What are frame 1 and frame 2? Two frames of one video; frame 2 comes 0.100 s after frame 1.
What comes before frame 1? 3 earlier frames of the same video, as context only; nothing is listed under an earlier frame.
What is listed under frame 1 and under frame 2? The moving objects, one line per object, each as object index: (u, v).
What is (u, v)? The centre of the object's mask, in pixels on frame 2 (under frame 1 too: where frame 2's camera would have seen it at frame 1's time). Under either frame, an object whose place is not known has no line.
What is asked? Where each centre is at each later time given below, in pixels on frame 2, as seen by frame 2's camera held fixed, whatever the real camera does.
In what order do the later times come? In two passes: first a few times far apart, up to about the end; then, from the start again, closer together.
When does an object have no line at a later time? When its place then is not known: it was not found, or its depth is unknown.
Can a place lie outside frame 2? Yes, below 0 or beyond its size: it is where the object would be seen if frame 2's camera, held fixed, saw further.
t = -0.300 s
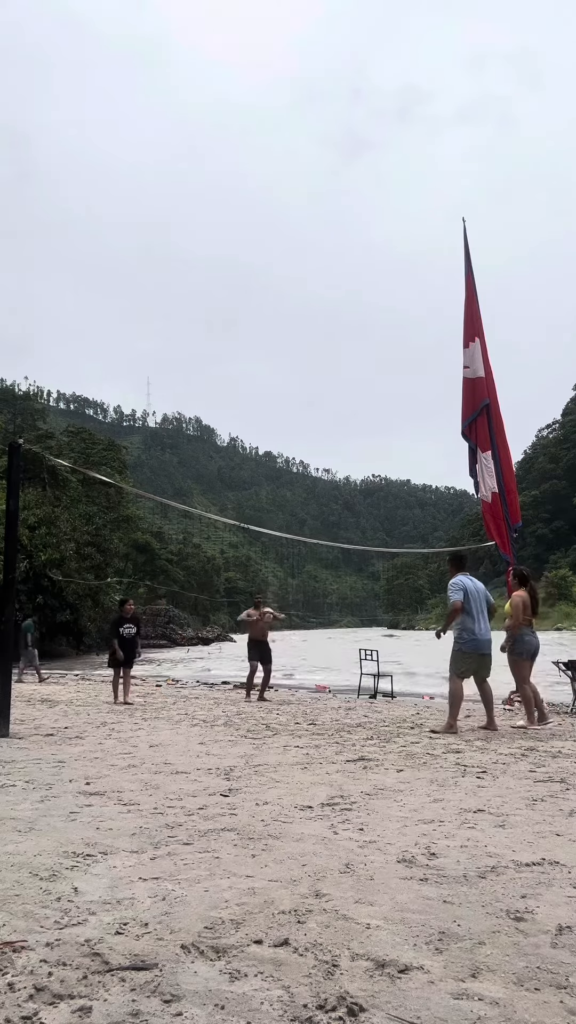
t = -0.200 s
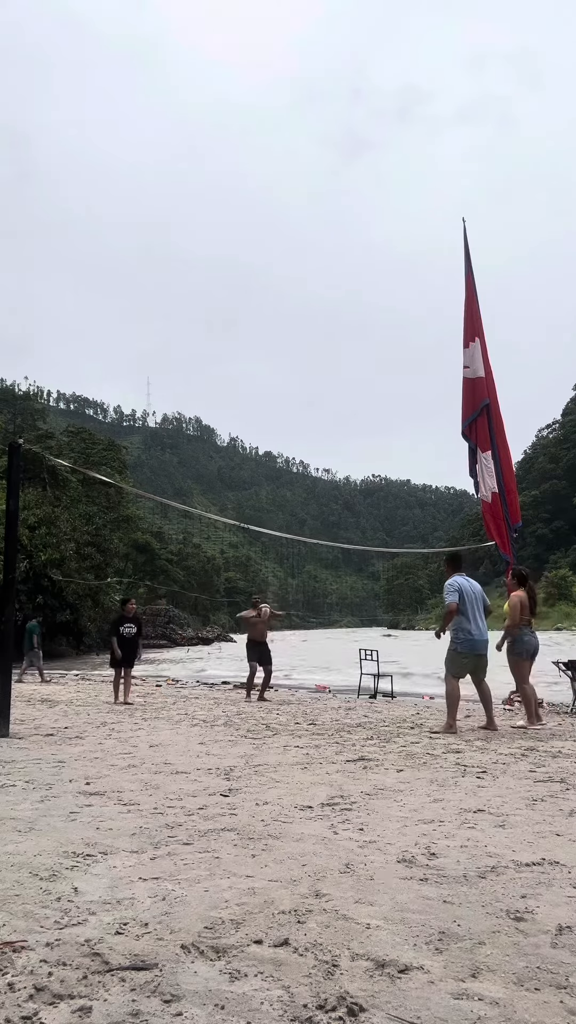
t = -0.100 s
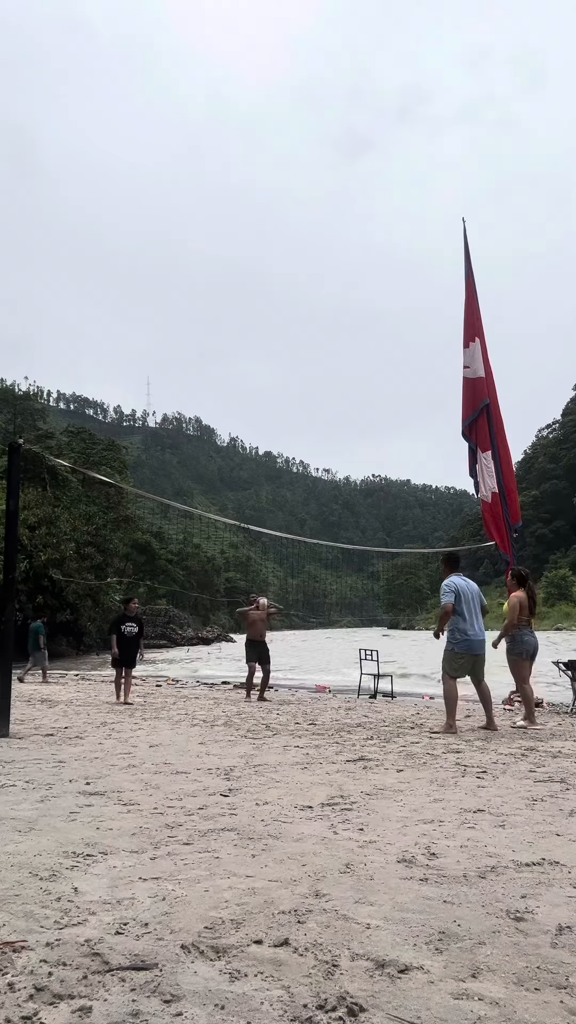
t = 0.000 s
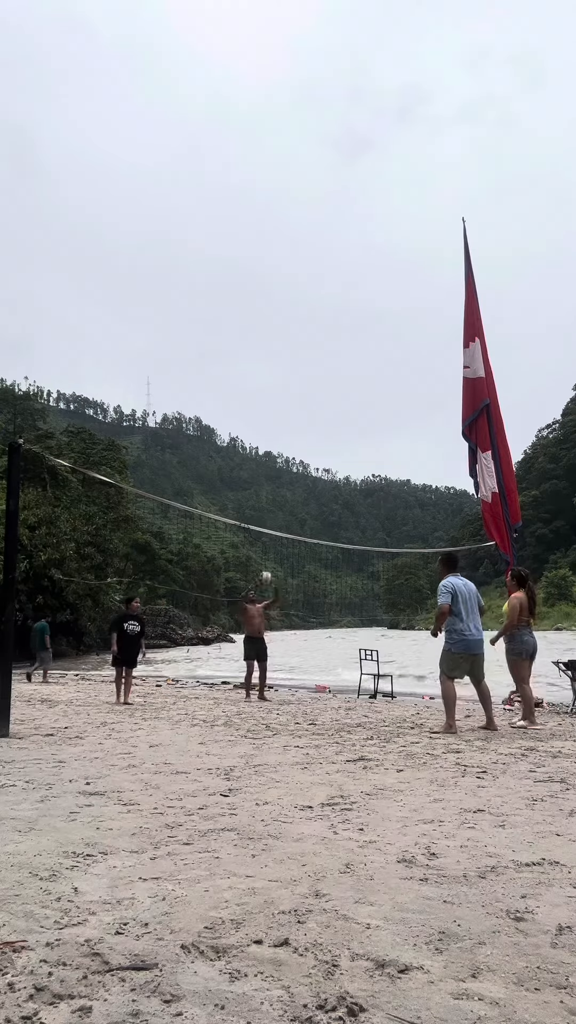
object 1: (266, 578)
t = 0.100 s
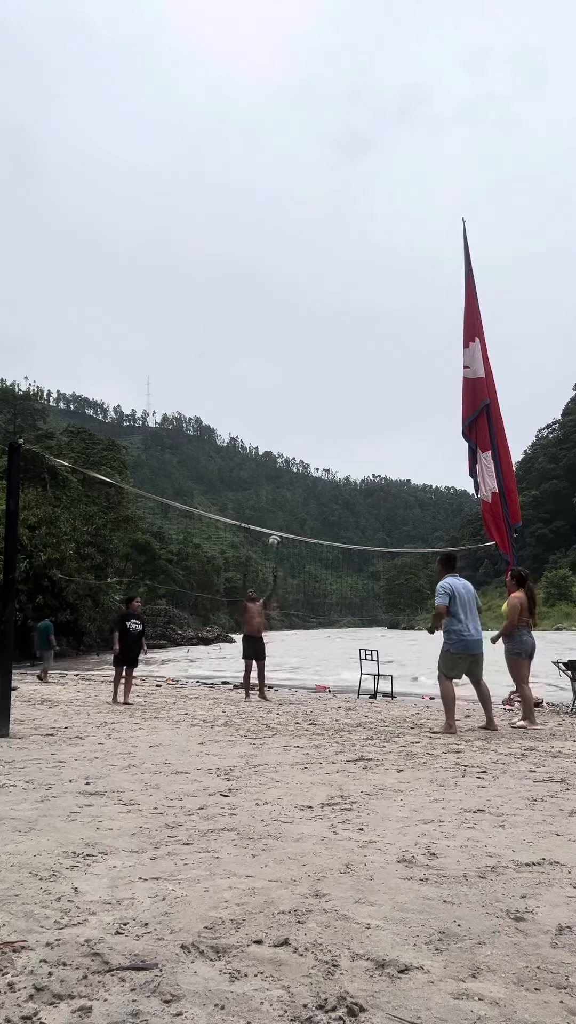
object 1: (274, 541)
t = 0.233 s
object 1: (286, 503)
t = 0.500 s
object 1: (315, 460)
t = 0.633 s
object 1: (331, 455)
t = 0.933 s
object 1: (378, 500)
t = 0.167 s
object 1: (279, 522)
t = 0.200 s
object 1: (282, 512)
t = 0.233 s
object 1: (286, 503)
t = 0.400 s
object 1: (304, 470)
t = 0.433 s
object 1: (307, 466)
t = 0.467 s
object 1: (311, 463)
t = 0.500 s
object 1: (315, 460)
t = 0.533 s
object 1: (319, 457)
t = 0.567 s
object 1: (323, 456)
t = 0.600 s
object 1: (327, 455)
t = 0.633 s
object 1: (331, 455)
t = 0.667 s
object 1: (336, 456)
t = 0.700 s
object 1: (341, 458)
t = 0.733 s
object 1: (346, 461)
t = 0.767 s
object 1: (351, 465)
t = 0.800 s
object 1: (356, 470)
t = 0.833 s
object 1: (361, 476)
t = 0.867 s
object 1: (366, 483)
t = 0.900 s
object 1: (372, 491)
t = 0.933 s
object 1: (378, 500)
